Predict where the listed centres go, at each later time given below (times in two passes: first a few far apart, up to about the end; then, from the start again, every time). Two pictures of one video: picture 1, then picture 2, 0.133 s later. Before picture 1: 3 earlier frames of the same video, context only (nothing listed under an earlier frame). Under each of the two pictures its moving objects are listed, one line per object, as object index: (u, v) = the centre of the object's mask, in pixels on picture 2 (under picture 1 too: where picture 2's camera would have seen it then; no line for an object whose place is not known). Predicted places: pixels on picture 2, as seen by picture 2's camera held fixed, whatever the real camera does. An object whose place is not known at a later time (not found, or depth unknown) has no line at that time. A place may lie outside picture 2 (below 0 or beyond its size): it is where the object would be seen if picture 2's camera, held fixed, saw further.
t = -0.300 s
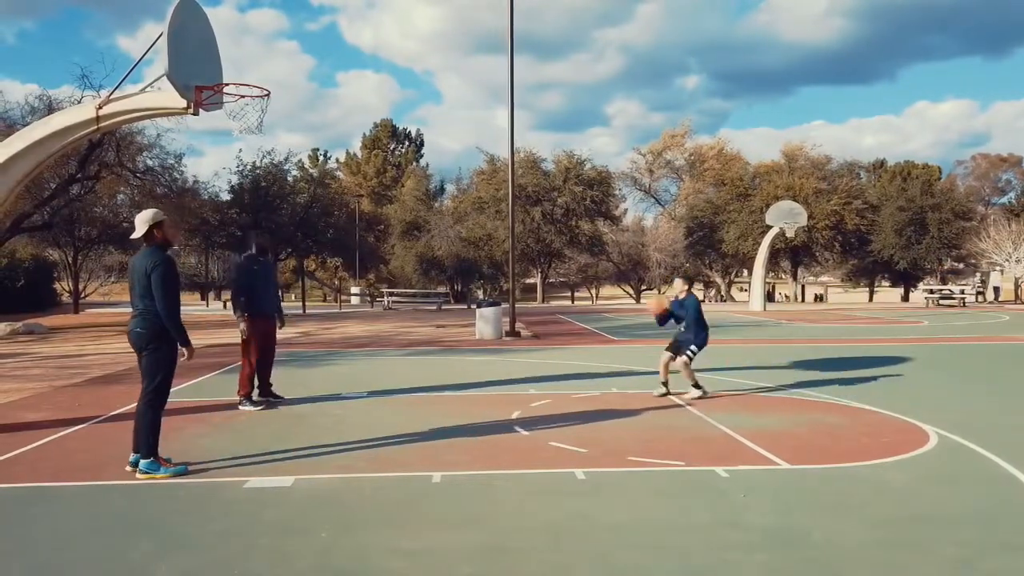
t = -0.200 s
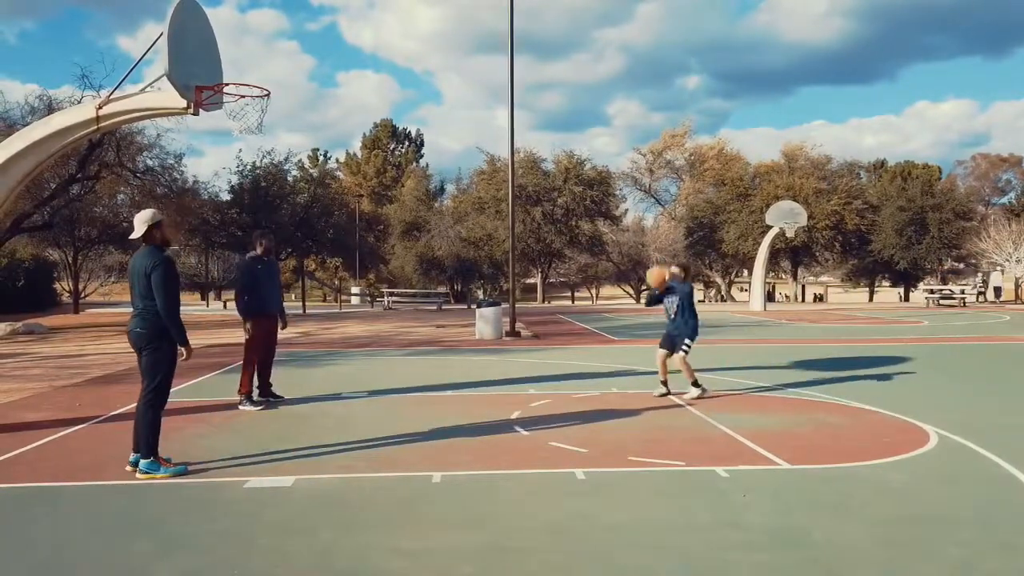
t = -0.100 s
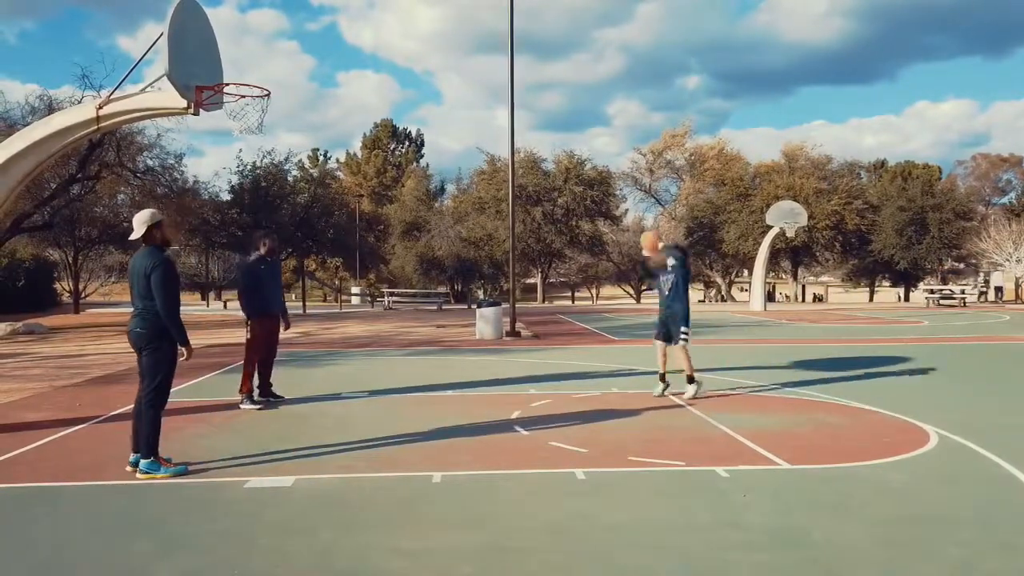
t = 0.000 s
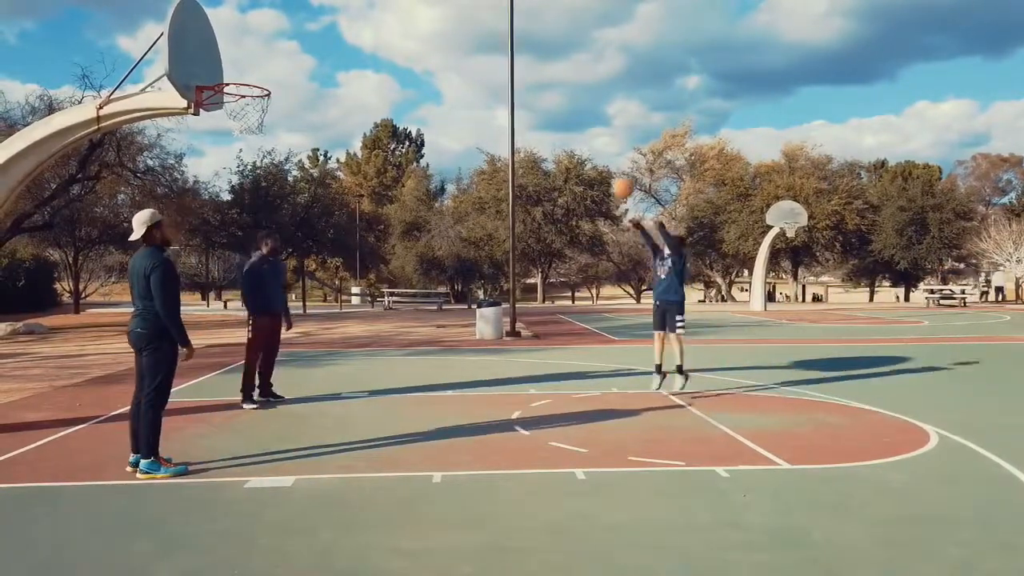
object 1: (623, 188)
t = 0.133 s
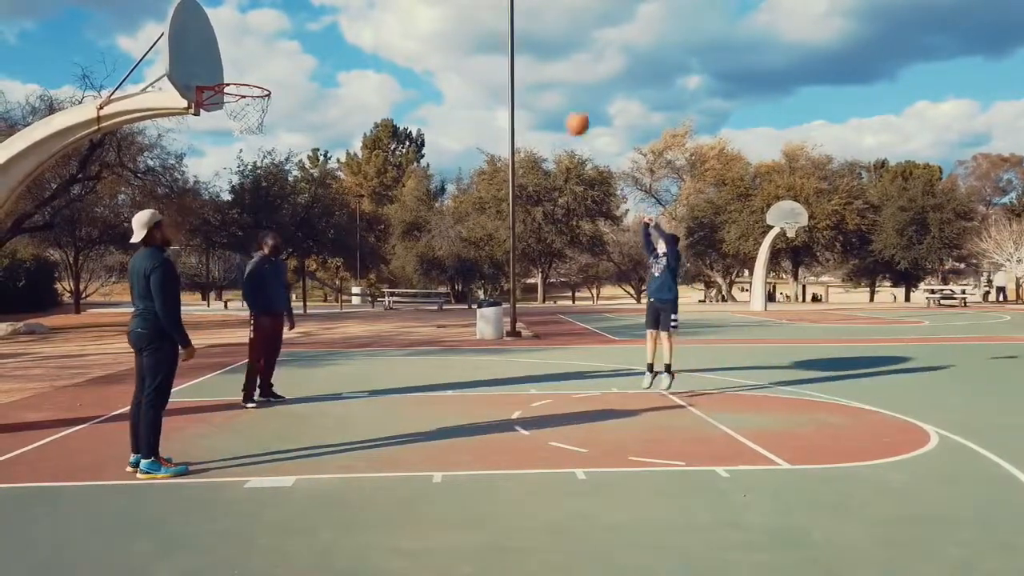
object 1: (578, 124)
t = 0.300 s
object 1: (519, 63)
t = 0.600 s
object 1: (405, 15)
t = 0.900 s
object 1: (282, 57)
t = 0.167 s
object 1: (567, 110)
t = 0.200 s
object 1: (554, 97)
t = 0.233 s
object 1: (543, 85)
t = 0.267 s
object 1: (531, 74)
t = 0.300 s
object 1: (519, 63)
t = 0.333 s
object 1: (506, 54)
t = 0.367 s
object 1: (494, 46)
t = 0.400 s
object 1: (482, 38)
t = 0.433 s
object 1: (470, 32)
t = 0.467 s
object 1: (457, 26)
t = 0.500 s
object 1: (444, 22)
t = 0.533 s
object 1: (431, 18)
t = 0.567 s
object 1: (418, 16)
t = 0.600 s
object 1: (405, 15)
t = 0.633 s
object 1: (392, 14)
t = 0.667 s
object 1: (379, 15)
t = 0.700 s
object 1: (365, 17)
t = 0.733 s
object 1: (351, 21)
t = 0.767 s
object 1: (338, 26)
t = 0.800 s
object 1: (324, 32)
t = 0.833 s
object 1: (310, 39)
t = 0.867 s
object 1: (296, 48)
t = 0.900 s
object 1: (282, 57)
